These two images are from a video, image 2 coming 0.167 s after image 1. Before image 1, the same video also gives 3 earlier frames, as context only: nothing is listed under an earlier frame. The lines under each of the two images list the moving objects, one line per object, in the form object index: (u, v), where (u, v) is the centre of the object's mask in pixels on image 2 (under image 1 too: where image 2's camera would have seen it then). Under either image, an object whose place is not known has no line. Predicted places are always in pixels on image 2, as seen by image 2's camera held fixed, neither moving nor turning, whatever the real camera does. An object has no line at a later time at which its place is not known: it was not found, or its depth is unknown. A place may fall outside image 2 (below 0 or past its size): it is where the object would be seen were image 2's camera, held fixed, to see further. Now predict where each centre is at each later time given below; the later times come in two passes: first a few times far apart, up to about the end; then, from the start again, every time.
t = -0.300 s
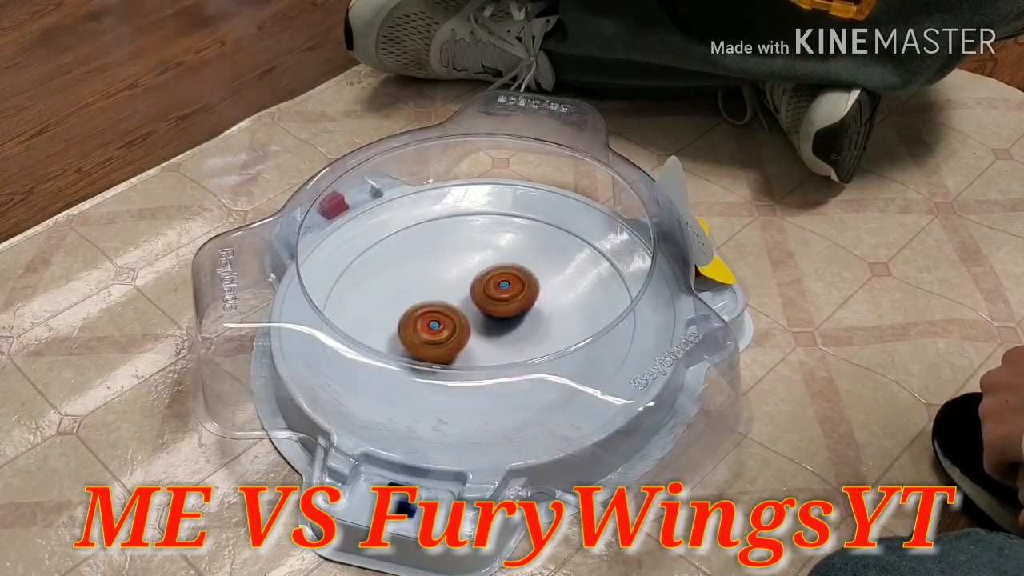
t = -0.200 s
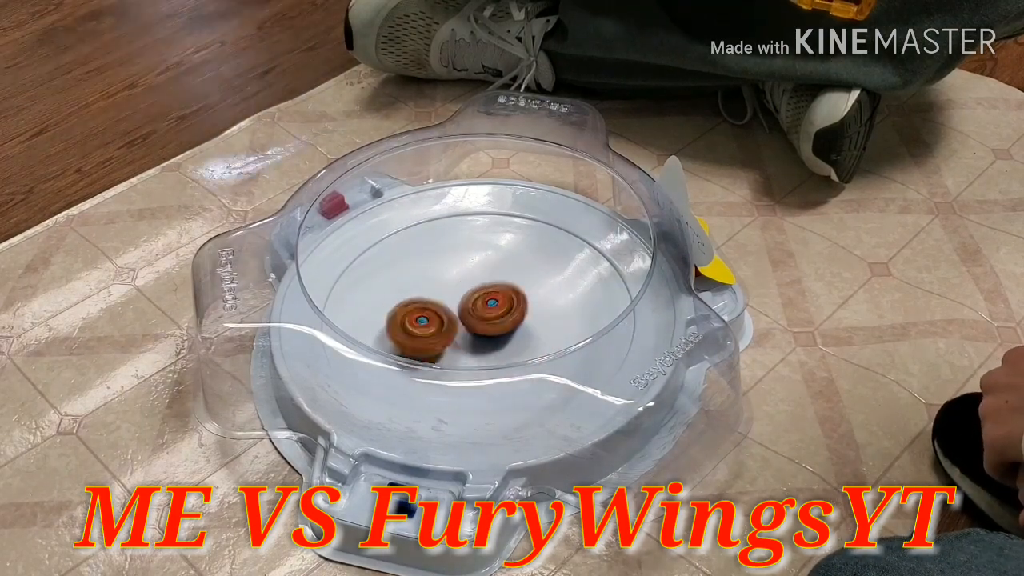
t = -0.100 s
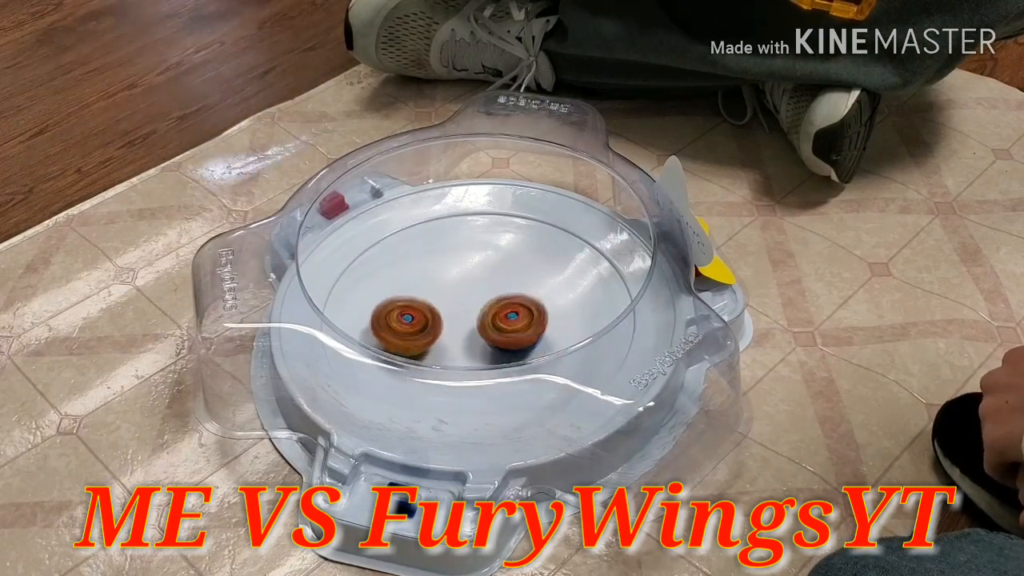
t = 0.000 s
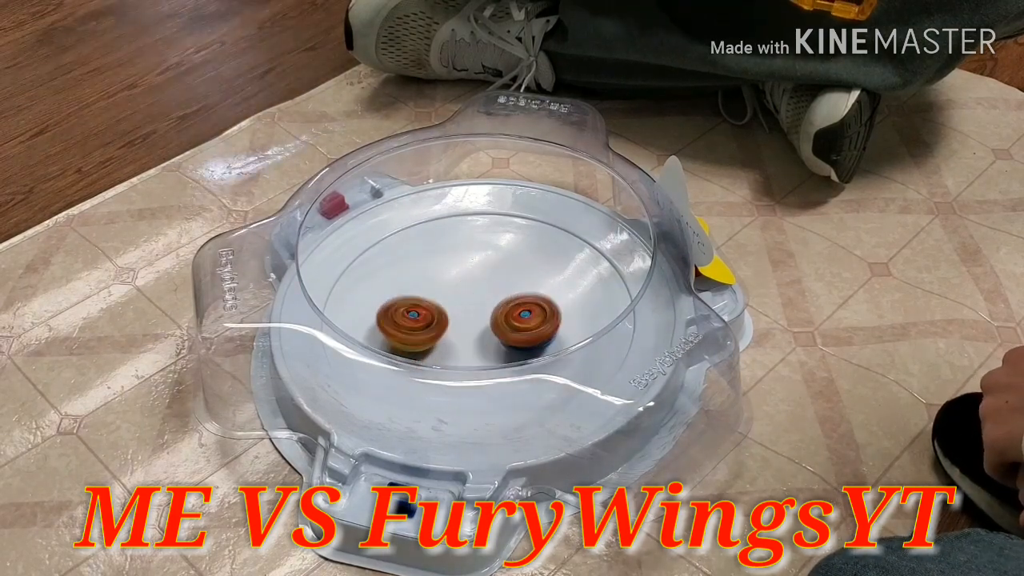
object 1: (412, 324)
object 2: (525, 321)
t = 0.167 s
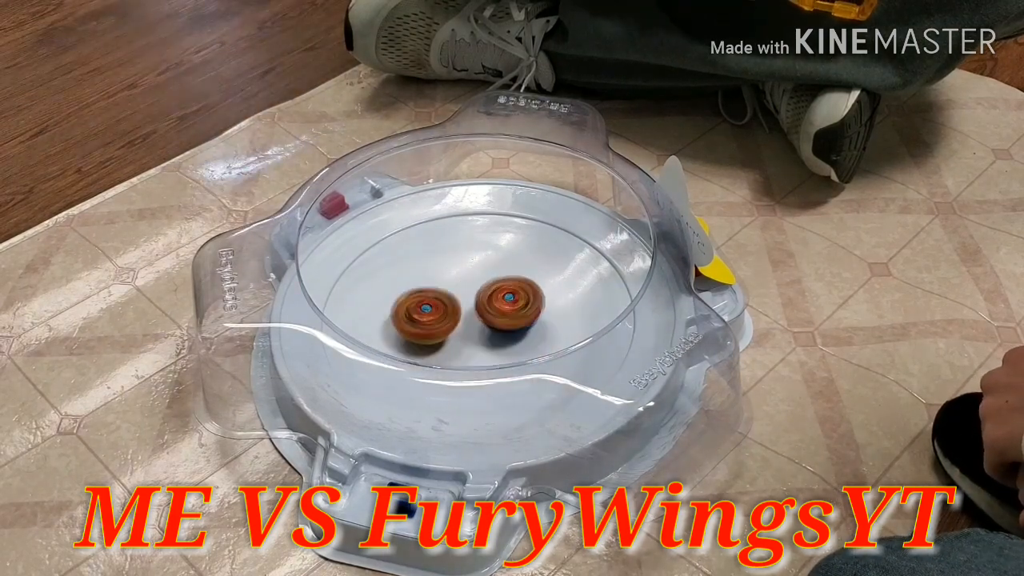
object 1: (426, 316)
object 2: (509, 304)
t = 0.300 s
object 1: (429, 307)
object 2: (506, 292)
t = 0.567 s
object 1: (427, 309)
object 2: (525, 307)
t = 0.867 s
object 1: (442, 297)
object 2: (503, 330)
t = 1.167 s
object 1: (456, 279)
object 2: (473, 335)
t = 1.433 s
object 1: (475, 278)
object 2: (476, 329)
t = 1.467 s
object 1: (478, 277)
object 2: (478, 332)
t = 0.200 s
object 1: (424, 314)
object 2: (514, 300)
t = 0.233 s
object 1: (425, 312)
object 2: (515, 295)
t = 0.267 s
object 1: (426, 309)
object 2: (513, 293)
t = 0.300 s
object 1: (429, 307)
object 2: (506, 292)
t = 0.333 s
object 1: (429, 306)
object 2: (501, 292)
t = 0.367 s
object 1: (426, 305)
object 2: (502, 293)
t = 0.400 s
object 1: (412, 306)
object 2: (511, 294)
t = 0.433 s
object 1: (410, 306)
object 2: (520, 295)
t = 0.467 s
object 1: (412, 306)
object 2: (524, 297)
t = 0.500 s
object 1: (415, 306)
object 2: (528, 299)
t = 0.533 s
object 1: (422, 308)
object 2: (527, 303)
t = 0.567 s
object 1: (427, 309)
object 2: (525, 307)
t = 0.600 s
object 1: (434, 311)
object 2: (520, 312)
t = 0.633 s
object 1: (442, 311)
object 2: (513, 317)
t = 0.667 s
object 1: (429, 307)
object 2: (521, 322)
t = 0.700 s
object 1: (424, 306)
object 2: (523, 324)
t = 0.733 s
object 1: (424, 305)
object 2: (526, 327)
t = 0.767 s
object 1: (428, 303)
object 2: (525, 329)
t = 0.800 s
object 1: (433, 301)
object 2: (522, 329)
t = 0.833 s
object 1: (438, 299)
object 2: (514, 329)
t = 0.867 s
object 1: (442, 297)
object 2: (503, 330)
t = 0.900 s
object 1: (446, 296)
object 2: (494, 329)
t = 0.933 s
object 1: (446, 290)
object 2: (487, 331)
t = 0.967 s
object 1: (447, 287)
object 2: (480, 333)
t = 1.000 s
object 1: (446, 281)
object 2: (478, 338)
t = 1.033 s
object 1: (447, 279)
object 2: (477, 339)
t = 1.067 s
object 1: (449, 277)
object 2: (477, 341)
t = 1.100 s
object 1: (451, 277)
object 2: (475, 341)
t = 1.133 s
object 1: (454, 277)
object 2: (474, 338)
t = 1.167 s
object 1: (456, 279)
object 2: (473, 335)
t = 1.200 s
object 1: (460, 280)
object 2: (470, 329)
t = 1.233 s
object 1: (461, 278)
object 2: (469, 331)
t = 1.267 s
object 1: (463, 279)
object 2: (470, 330)
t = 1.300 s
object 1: (465, 279)
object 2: (471, 330)
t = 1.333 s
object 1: (466, 277)
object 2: (471, 332)
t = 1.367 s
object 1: (470, 278)
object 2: (473, 332)
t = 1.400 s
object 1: (472, 278)
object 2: (473, 331)
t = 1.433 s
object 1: (475, 278)
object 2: (476, 329)
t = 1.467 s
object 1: (478, 277)
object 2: (478, 332)
